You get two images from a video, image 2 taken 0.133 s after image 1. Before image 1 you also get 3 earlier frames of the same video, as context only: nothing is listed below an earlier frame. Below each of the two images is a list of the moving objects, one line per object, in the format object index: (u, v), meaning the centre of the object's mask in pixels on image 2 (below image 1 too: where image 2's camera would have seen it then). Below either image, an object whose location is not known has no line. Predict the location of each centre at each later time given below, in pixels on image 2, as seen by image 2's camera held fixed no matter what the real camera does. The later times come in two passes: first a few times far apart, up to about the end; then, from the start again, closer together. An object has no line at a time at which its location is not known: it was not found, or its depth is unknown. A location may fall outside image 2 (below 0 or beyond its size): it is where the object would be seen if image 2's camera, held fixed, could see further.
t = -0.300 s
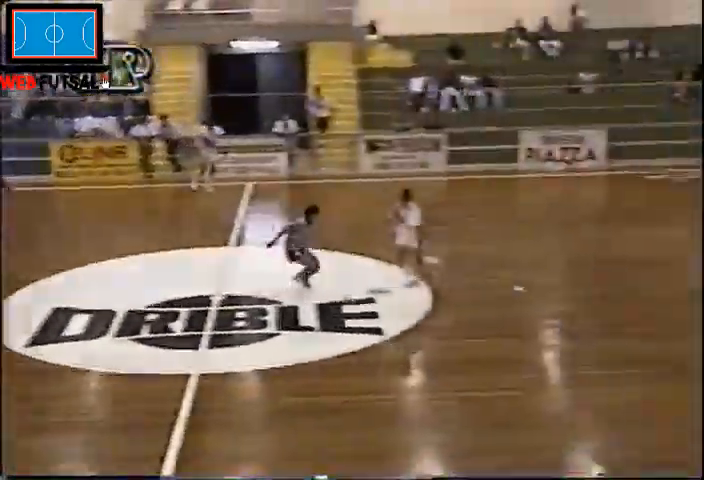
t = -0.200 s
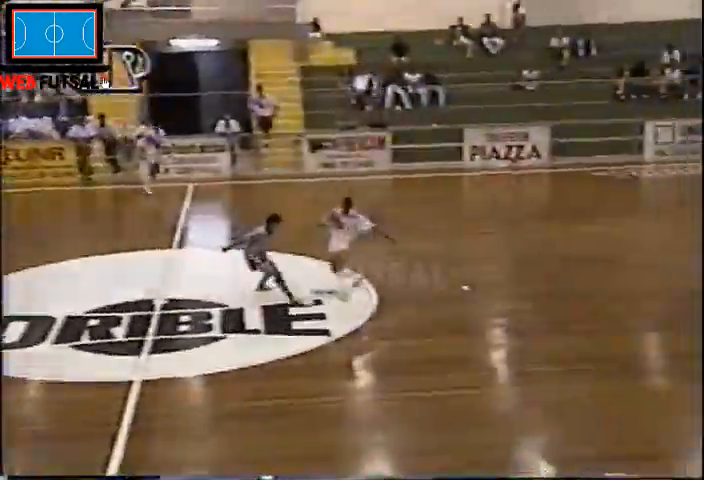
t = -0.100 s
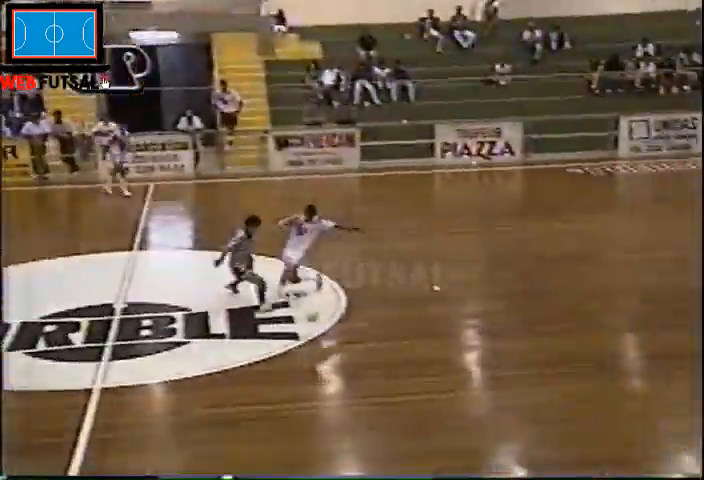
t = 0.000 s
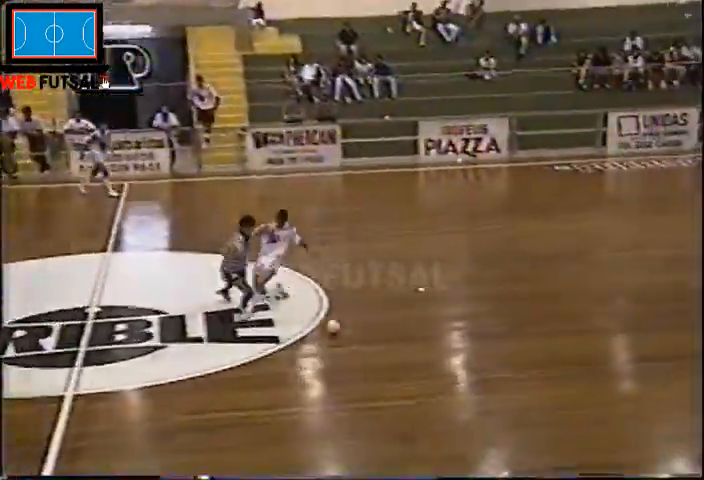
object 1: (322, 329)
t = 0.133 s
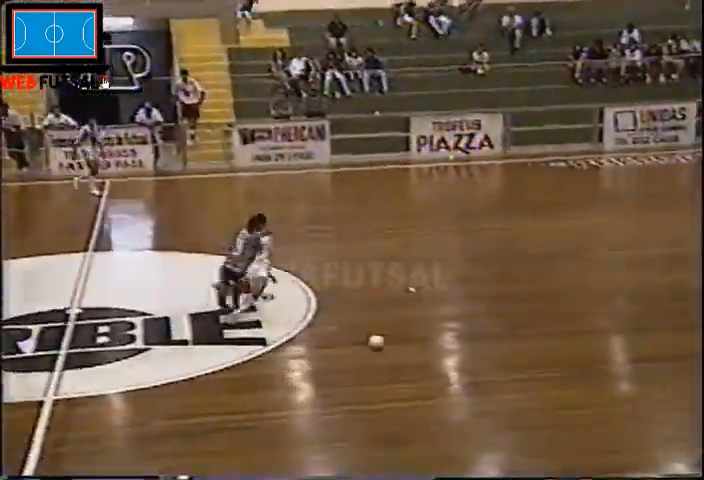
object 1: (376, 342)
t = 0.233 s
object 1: (415, 352)
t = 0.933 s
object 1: (704, 422)
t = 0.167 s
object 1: (390, 346)
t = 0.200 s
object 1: (402, 349)
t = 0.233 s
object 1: (415, 352)
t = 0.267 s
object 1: (428, 355)
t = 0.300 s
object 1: (441, 358)
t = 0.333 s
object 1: (452, 363)
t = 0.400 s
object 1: (479, 367)
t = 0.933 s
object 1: (704, 422)
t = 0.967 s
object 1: (720, 426)
